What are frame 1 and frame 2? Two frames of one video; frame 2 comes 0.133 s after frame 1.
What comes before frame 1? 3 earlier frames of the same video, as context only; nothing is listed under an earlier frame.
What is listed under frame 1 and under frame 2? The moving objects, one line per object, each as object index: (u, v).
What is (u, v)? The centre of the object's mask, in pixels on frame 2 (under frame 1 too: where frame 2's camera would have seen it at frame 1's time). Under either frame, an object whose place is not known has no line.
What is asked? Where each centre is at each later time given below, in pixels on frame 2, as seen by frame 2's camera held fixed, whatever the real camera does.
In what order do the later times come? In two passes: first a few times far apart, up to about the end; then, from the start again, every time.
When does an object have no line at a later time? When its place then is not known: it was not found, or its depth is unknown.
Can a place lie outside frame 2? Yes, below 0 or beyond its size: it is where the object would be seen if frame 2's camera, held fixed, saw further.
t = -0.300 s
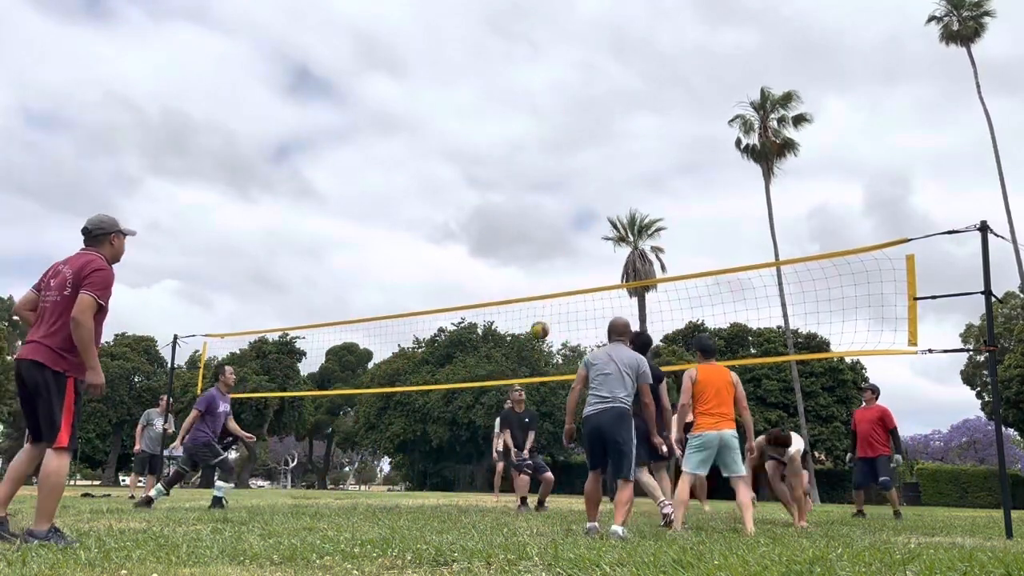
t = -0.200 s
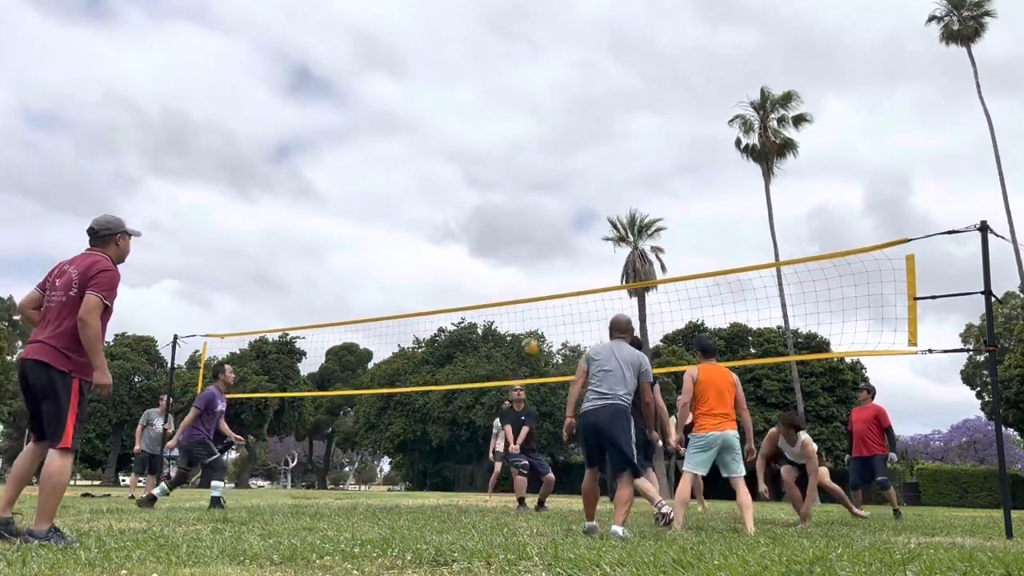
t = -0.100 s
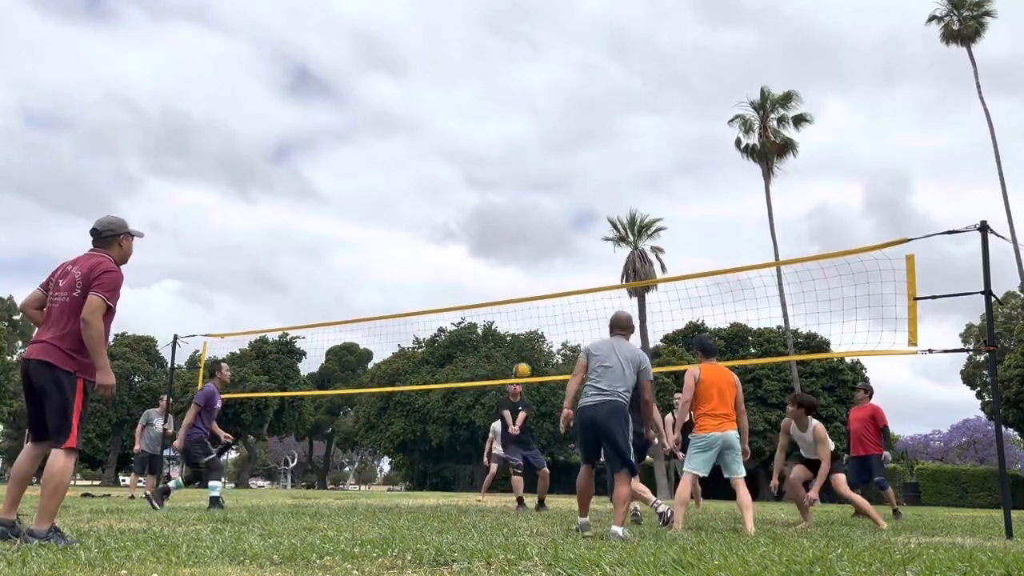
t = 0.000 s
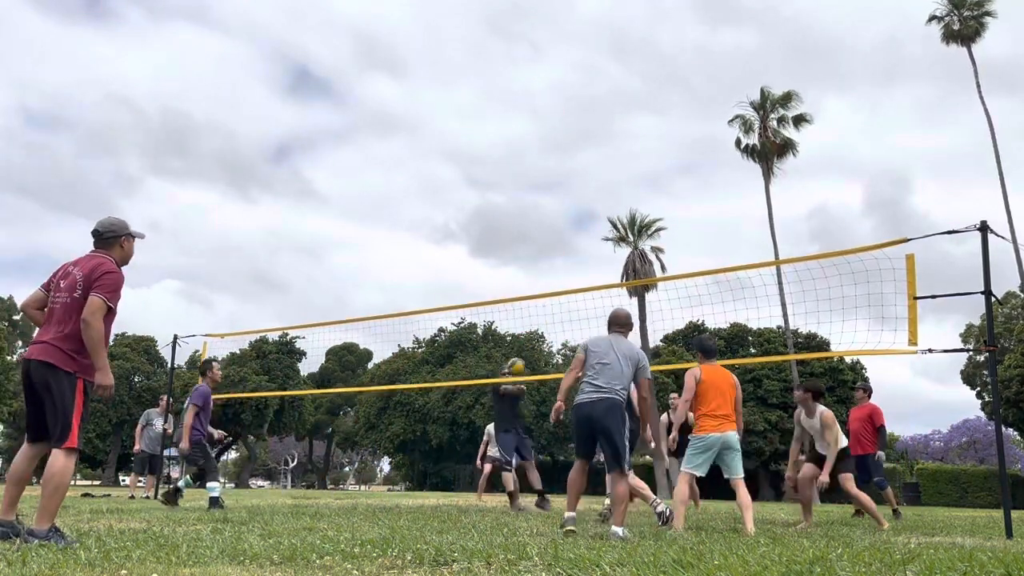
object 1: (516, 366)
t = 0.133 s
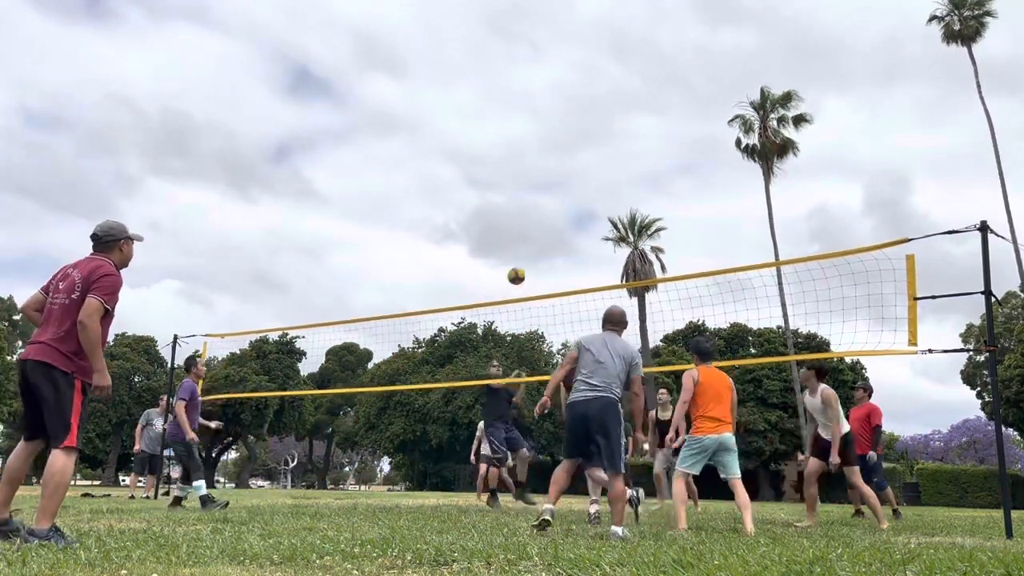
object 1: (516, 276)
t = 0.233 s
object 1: (516, 221)
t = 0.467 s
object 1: (516, 130)
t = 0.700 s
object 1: (518, 86)
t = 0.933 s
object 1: (521, 84)
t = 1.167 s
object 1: (528, 121)
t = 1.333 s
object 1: (535, 169)
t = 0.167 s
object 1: (516, 256)
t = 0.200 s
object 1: (516, 238)
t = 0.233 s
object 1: (516, 221)
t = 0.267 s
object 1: (516, 204)
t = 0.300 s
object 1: (516, 189)
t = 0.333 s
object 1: (516, 175)
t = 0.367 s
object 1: (516, 162)
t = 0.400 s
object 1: (516, 151)
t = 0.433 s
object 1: (516, 140)
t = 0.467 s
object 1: (516, 130)
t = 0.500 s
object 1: (517, 120)
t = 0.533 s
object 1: (517, 112)
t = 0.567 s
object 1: (517, 105)
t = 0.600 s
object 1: (517, 99)
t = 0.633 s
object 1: (517, 94)
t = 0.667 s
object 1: (518, 89)
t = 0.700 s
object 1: (518, 86)
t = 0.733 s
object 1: (518, 83)
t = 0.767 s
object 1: (519, 81)
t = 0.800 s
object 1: (519, 80)
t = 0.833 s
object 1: (520, 80)
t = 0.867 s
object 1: (520, 80)
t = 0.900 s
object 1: (521, 82)
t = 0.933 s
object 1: (521, 84)
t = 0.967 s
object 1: (522, 87)
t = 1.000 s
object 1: (523, 91)
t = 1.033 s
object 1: (524, 95)
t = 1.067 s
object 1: (525, 101)
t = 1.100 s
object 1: (526, 106)
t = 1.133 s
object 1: (527, 113)
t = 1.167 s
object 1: (528, 121)
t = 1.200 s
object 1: (529, 129)
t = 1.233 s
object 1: (530, 138)
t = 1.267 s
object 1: (532, 148)
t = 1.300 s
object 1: (534, 158)
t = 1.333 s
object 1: (535, 169)
